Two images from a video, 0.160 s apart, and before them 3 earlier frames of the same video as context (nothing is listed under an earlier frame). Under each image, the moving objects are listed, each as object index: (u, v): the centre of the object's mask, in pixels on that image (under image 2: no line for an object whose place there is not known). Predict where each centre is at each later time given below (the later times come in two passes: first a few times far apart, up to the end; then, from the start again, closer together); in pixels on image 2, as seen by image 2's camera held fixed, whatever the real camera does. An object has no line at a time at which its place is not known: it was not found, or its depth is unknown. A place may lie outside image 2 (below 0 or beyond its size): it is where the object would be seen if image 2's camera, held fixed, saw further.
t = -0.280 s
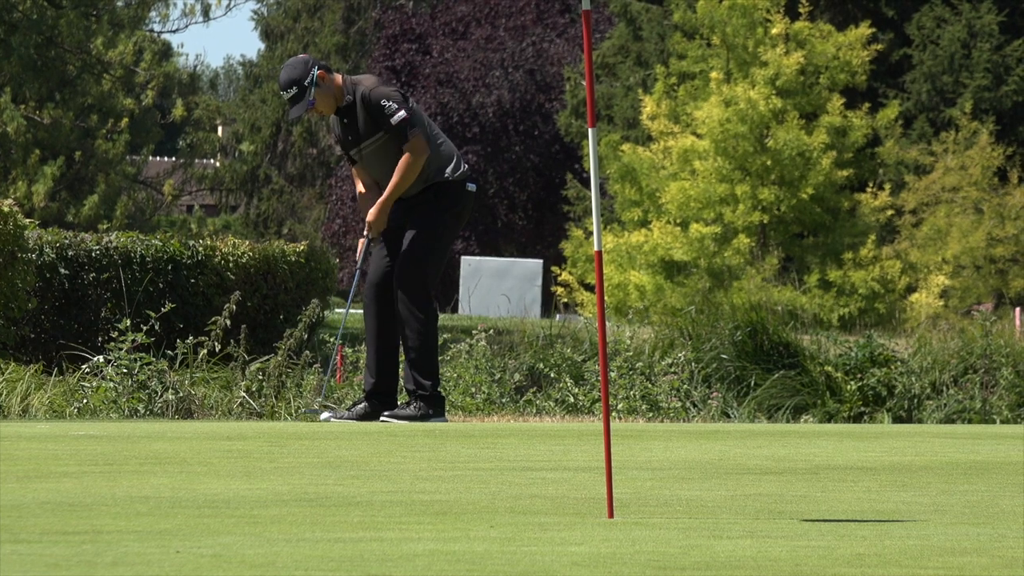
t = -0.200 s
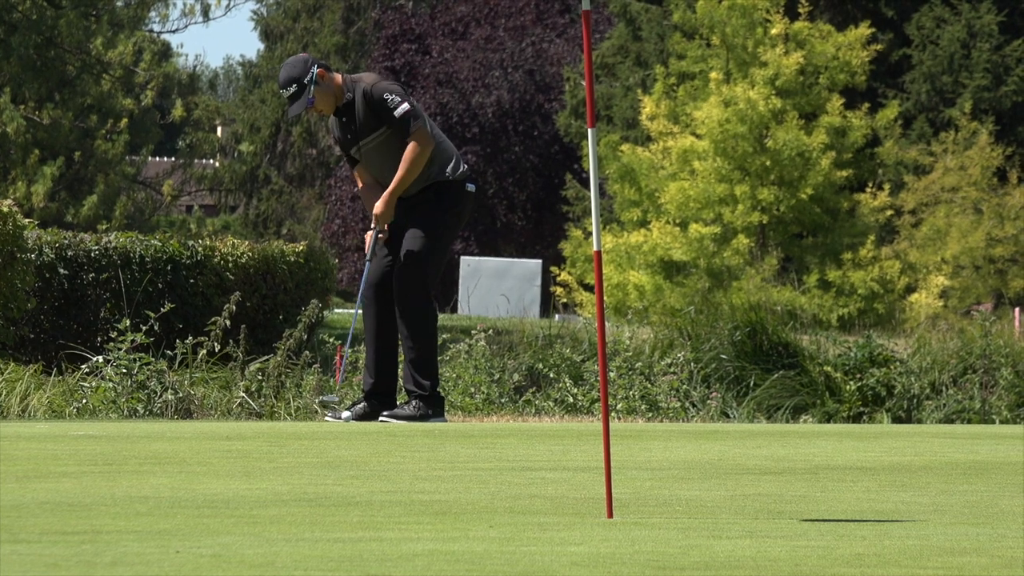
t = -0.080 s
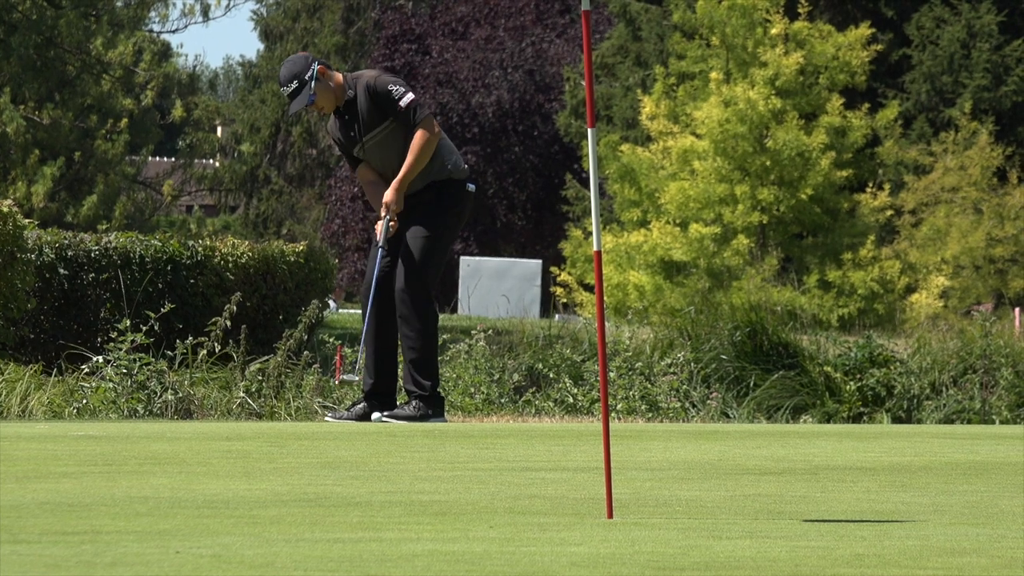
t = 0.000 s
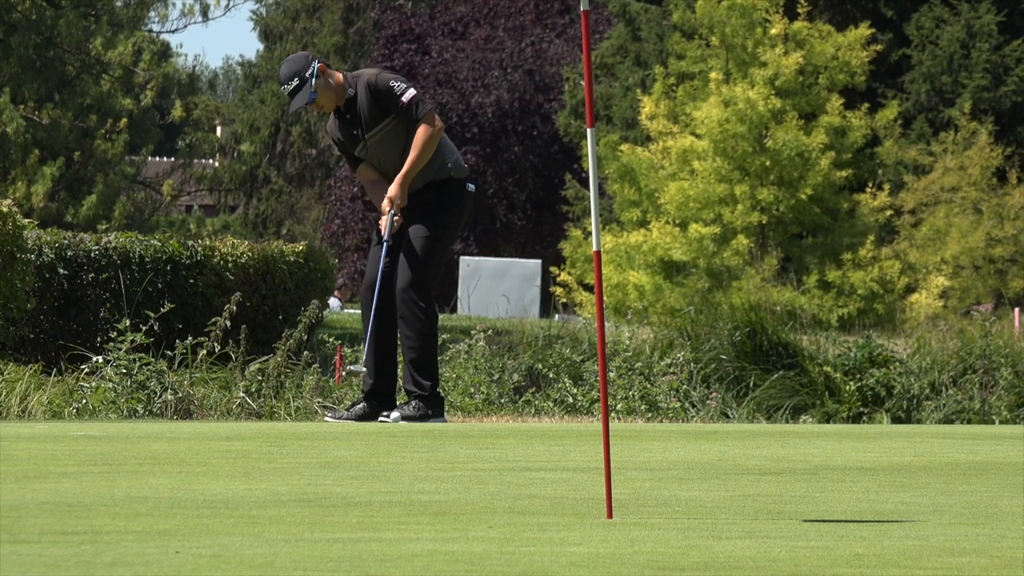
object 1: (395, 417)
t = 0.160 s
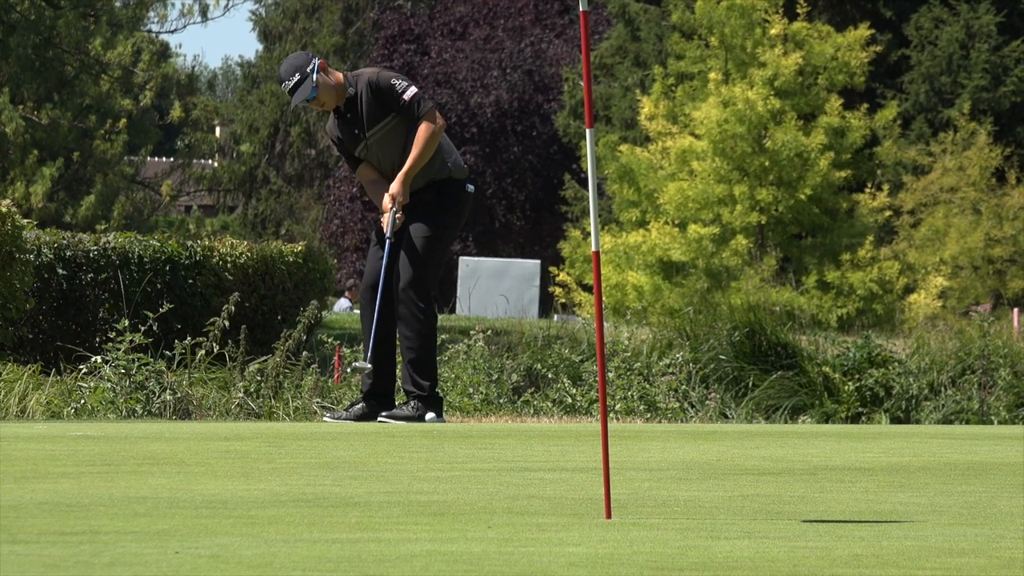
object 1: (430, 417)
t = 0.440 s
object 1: (488, 417)
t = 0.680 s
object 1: (535, 419)
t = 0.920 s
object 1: (577, 422)
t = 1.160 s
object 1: (615, 427)
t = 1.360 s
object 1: (643, 431)
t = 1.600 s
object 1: (673, 436)
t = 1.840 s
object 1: (700, 441)
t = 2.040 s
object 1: (719, 446)
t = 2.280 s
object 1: (738, 451)
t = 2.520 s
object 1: (752, 457)
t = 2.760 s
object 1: (762, 462)
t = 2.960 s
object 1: (767, 466)
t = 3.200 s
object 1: (771, 471)
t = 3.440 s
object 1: (773, 476)
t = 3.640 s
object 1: (772, 480)
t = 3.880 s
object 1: (769, 484)
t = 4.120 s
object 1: (762, 488)
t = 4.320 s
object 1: (753, 492)
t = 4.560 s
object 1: (742, 496)
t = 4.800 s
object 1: (727, 499)
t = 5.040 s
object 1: (711, 503)
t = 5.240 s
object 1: (696, 505)
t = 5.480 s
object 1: (678, 508)
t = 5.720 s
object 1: (658, 511)
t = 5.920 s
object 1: (641, 513)
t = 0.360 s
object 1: (473, 417)
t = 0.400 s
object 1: (481, 417)
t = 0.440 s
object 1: (488, 417)
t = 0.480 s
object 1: (496, 417)
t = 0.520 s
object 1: (504, 418)
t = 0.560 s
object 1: (512, 418)
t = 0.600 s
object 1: (519, 418)
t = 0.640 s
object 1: (527, 419)
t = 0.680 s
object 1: (535, 419)
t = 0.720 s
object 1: (542, 420)
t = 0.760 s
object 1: (549, 420)
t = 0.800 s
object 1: (557, 420)
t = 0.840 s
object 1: (563, 421)
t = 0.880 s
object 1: (570, 422)
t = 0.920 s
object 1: (577, 422)
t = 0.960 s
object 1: (584, 423)
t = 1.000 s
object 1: (591, 423)
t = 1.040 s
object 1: (596, 423)
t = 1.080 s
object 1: (599, 424)
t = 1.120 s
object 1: (611, 425)
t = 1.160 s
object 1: (615, 427)
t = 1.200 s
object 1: (620, 427)
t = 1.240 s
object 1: (626, 428)
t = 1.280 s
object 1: (632, 429)
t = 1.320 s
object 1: (637, 430)
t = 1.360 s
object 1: (643, 431)
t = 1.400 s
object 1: (648, 432)
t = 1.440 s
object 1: (653, 432)
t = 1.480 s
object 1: (658, 433)
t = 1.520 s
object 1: (663, 434)
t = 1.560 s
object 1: (668, 435)
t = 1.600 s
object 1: (673, 436)
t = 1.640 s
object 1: (678, 437)
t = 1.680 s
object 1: (682, 438)
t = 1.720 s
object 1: (687, 439)
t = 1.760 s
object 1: (691, 440)
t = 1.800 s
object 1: (696, 440)
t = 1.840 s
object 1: (700, 441)
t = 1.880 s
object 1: (704, 442)
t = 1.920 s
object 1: (708, 443)
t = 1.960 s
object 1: (712, 443)
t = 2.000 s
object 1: (716, 445)
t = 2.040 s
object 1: (719, 446)
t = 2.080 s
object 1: (722, 447)
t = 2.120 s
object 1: (726, 447)
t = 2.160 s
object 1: (729, 448)
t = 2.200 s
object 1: (732, 449)
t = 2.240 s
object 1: (735, 450)
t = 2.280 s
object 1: (738, 451)
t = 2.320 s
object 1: (741, 452)
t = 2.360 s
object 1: (743, 453)
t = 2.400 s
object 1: (746, 454)
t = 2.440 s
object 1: (748, 455)
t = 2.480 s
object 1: (750, 455)
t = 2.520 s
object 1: (752, 457)
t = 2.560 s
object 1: (754, 457)
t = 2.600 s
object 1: (756, 458)
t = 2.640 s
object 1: (758, 459)
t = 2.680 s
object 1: (759, 460)
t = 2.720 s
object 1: (760, 461)
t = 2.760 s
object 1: (762, 462)
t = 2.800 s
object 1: (763, 463)
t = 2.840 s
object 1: (764, 464)
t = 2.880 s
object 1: (765, 464)
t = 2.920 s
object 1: (767, 465)
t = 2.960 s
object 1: (767, 466)
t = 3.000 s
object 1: (768, 467)
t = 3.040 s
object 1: (769, 467)
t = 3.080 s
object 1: (770, 468)
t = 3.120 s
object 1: (770, 469)
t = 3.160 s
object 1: (771, 470)
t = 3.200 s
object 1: (771, 471)
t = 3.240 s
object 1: (771, 472)
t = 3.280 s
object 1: (772, 473)
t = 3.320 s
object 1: (772, 474)
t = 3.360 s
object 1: (773, 474)
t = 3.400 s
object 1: (773, 475)
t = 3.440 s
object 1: (773, 476)
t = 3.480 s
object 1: (773, 477)
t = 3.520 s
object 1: (773, 478)
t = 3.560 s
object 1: (773, 479)
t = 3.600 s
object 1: (773, 479)
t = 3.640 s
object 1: (772, 480)
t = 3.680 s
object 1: (772, 481)
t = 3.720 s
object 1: (771, 482)
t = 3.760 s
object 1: (771, 482)
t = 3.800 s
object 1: (770, 483)
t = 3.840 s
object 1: (769, 483)
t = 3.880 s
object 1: (769, 484)
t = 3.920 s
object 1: (768, 484)
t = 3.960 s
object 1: (767, 486)
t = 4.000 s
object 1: (766, 486)
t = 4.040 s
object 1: (765, 487)
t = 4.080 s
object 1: (764, 488)
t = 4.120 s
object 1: (762, 488)
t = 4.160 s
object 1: (761, 489)
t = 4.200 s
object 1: (759, 490)
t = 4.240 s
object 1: (757, 490)
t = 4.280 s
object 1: (756, 491)
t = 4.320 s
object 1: (753, 492)
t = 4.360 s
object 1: (752, 493)
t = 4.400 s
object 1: (750, 493)
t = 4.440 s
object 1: (748, 494)
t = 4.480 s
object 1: (746, 495)
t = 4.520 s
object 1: (744, 495)
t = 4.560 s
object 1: (742, 496)
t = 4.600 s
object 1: (740, 497)
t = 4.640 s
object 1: (738, 497)
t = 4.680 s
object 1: (735, 498)
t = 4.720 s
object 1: (733, 498)
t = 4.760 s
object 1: (730, 499)
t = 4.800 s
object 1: (727, 499)
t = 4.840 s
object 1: (725, 500)
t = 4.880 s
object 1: (722, 501)
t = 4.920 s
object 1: (720, 501)
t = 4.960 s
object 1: (716, 502)
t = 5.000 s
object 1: (714, 502)
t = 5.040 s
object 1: (711, 503)
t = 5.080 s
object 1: (708, 503)
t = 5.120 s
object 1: (705, 503)
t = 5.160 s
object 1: (702, 504)
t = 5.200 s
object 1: (699, 505)
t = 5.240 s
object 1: (696, 505)
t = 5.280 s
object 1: (693, 506)
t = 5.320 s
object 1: (690, 506)
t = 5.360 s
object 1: (687, 507)
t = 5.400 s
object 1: (684, 507)
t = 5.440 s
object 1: (681, 507)
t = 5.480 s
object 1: (678, 508)
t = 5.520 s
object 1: (675, 509)
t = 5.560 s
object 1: (671, 509)
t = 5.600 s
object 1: (668, 510)
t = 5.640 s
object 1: (665, 510)
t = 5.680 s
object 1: (661, 510)
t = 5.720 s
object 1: (658, 511)
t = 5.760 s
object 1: (655, 511)
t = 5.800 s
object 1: (652, 512)
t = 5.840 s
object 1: (648, 512)
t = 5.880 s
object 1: (645, 513)
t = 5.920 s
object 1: (641, 513)
